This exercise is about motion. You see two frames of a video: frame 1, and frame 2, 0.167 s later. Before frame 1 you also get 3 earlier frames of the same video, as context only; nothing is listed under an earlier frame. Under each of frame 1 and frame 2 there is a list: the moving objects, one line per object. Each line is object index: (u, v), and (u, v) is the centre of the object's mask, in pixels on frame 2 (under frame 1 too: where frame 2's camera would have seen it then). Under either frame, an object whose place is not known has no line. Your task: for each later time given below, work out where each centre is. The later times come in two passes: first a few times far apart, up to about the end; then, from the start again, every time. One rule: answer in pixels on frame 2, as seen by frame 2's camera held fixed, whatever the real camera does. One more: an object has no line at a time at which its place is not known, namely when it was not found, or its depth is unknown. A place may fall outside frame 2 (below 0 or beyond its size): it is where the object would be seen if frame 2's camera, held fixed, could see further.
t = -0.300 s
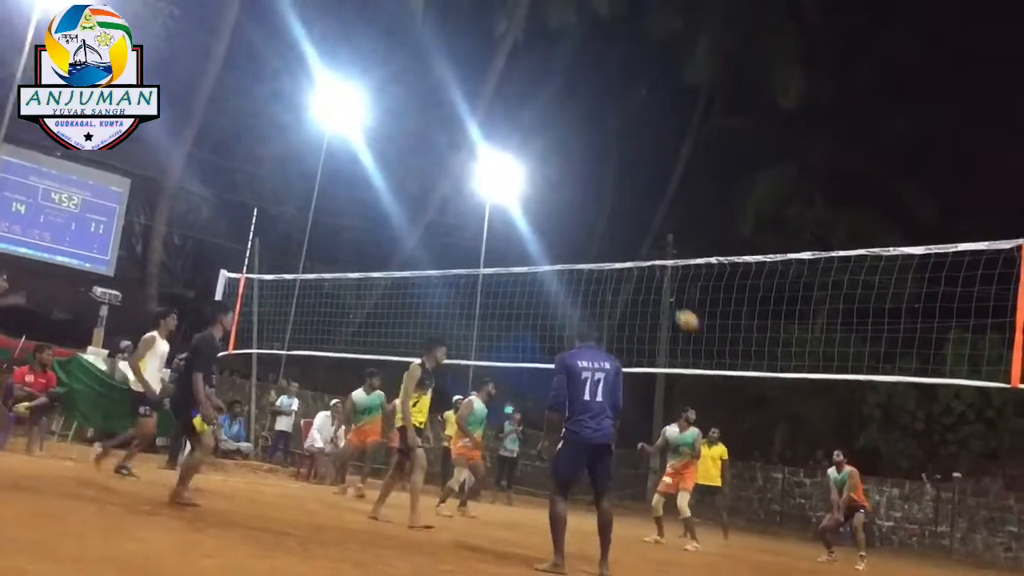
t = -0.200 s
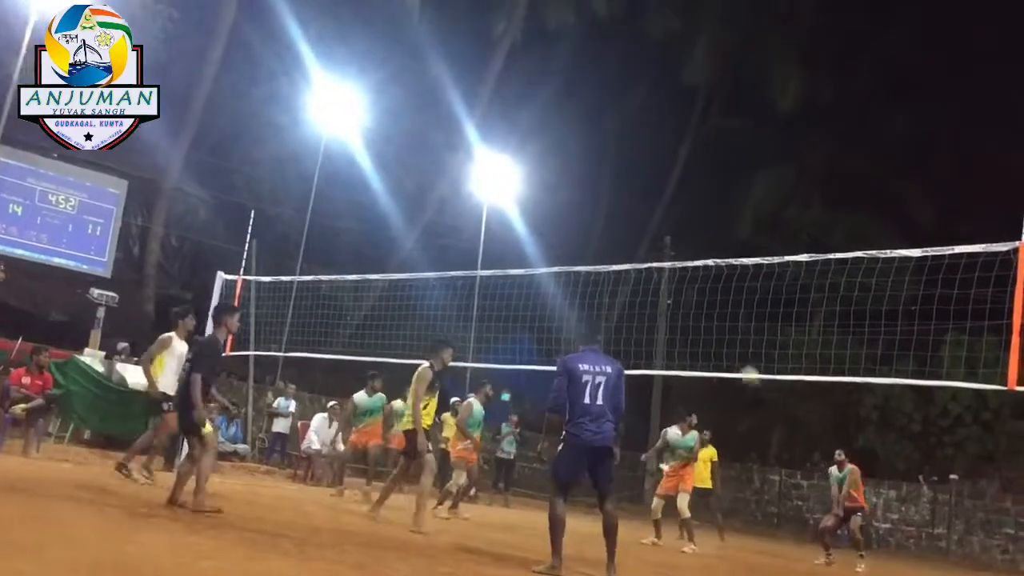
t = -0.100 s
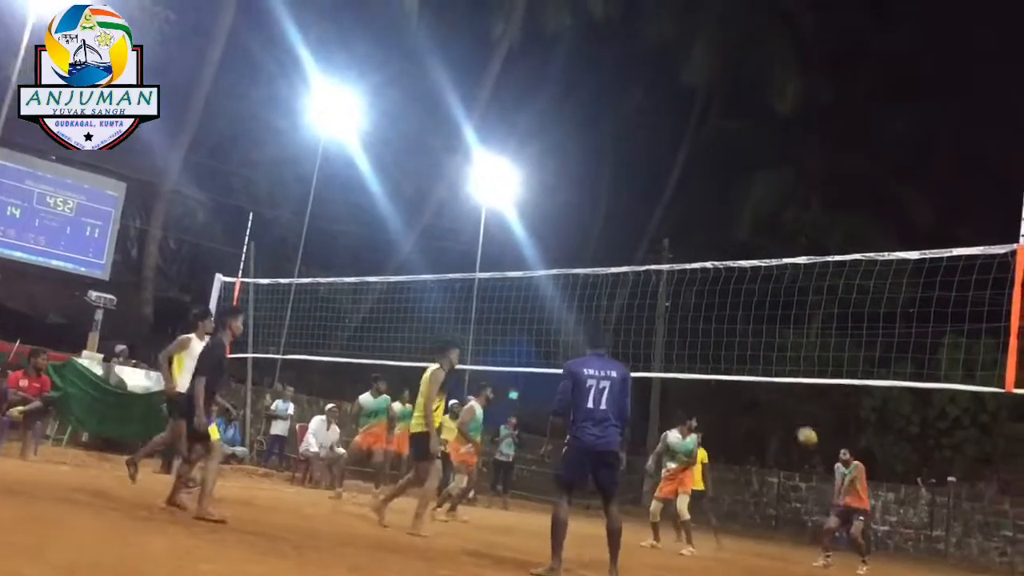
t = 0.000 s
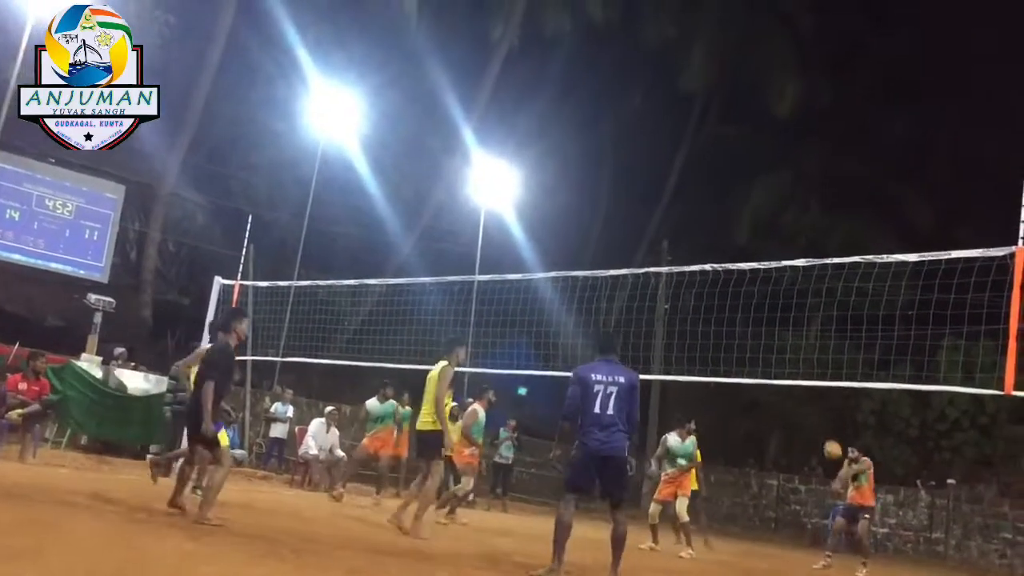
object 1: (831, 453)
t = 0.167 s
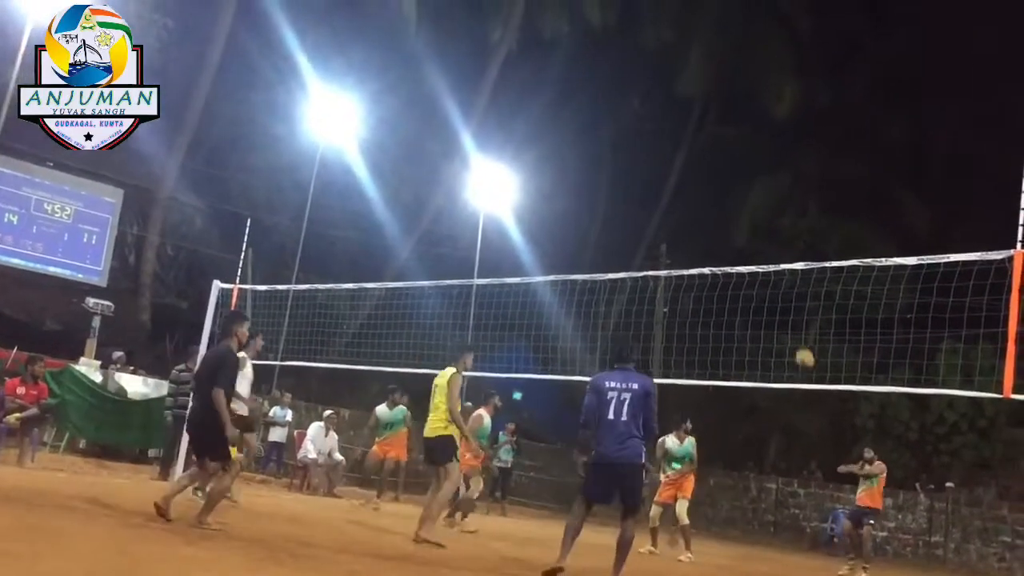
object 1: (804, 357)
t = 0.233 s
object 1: (794, 326)
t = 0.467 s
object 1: (752, 243)
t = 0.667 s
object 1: (715, 205)
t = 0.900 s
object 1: (666, 197)
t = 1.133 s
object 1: (610, 233)
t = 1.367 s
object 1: (547, 313)
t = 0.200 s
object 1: (799, 342)
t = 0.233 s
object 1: (794, 326)
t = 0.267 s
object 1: (787, 312)
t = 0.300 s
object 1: (782, 298)
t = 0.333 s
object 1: (776, 286)
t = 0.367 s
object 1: (771, 276)
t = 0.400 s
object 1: (764, 260)
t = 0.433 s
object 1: (759, 253)
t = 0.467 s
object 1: (752, 243)
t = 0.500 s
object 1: (746, 235)
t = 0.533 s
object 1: (740, 228)
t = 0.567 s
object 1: (735, 221)
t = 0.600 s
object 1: (728, 215)
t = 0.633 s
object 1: (722, 210)
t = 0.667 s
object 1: (715, 205)
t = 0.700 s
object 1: (709, 202)
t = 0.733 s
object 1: (701, 199)
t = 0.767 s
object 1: (695, 197)
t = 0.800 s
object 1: (687, 196)
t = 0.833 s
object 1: (681, 195)
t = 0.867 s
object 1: (673, 196)
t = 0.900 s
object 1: (666, 197)
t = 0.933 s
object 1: (658, 199)
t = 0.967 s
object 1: (651, 203)
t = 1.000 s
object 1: (643, 207)
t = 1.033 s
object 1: (635, 212)
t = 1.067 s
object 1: (627, 218)
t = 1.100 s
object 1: (619, 224)
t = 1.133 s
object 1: (610, 233)
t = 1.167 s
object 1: (602, 241)
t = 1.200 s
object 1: (594, 251)
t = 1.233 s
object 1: (585, 261)
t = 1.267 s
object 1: (576, 272)
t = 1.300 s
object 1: (567, 287)
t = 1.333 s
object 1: (557, 299)
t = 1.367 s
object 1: (547, 313)
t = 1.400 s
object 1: (537, 329)
